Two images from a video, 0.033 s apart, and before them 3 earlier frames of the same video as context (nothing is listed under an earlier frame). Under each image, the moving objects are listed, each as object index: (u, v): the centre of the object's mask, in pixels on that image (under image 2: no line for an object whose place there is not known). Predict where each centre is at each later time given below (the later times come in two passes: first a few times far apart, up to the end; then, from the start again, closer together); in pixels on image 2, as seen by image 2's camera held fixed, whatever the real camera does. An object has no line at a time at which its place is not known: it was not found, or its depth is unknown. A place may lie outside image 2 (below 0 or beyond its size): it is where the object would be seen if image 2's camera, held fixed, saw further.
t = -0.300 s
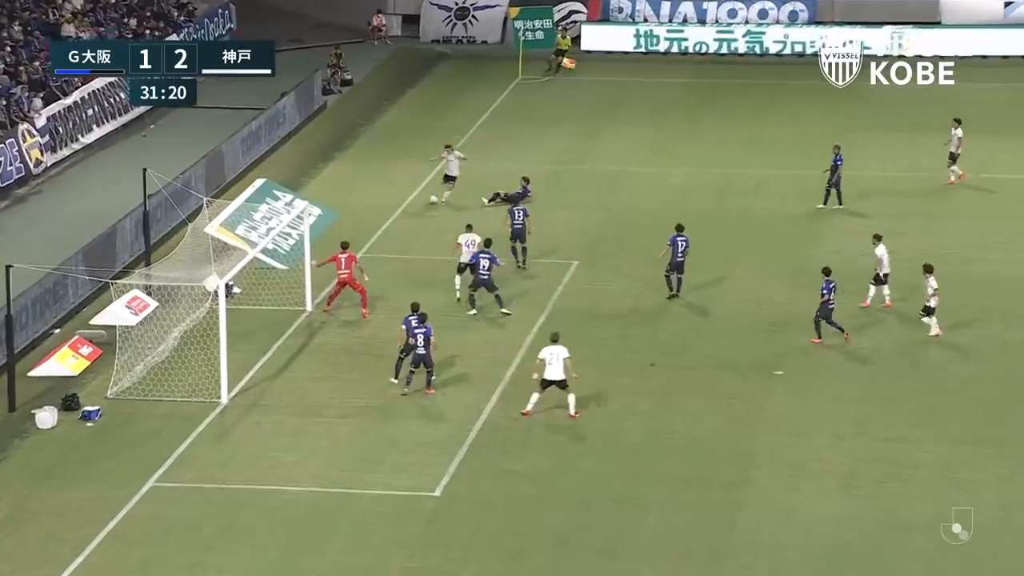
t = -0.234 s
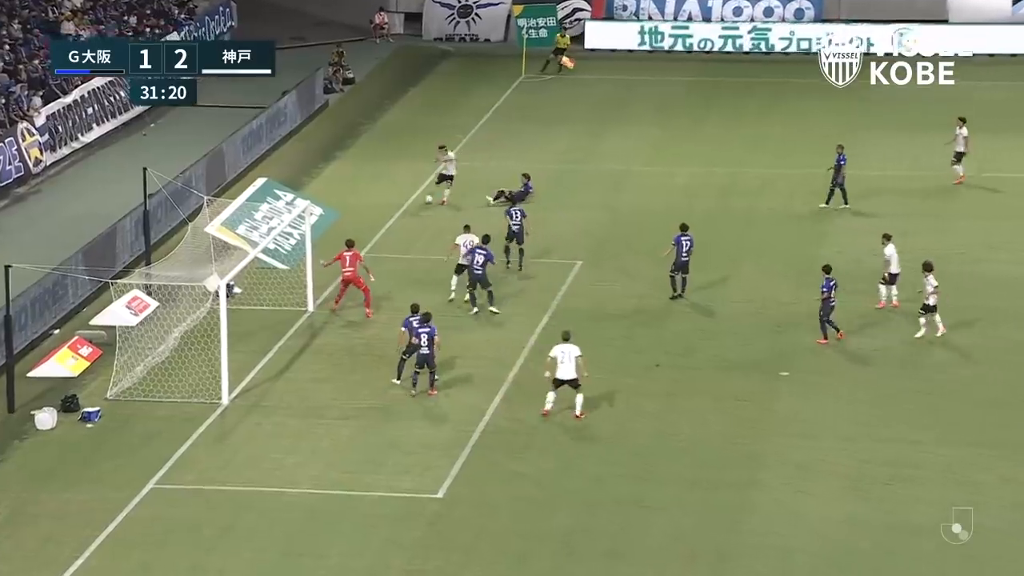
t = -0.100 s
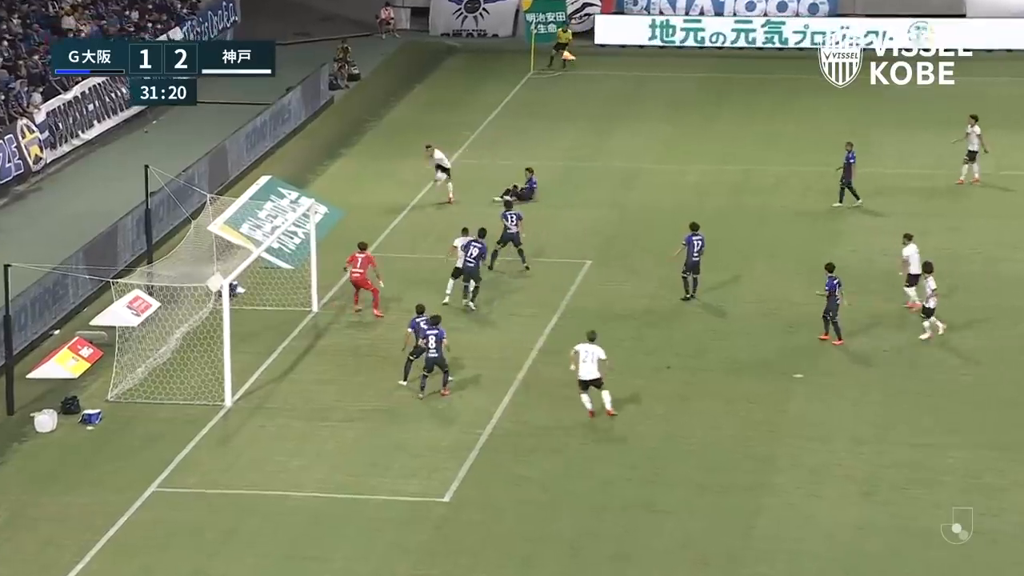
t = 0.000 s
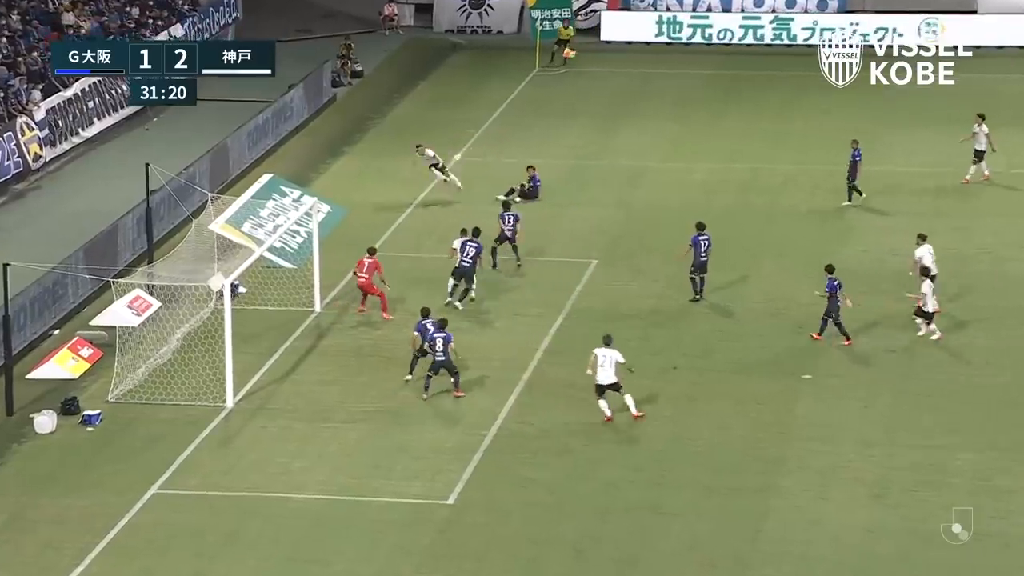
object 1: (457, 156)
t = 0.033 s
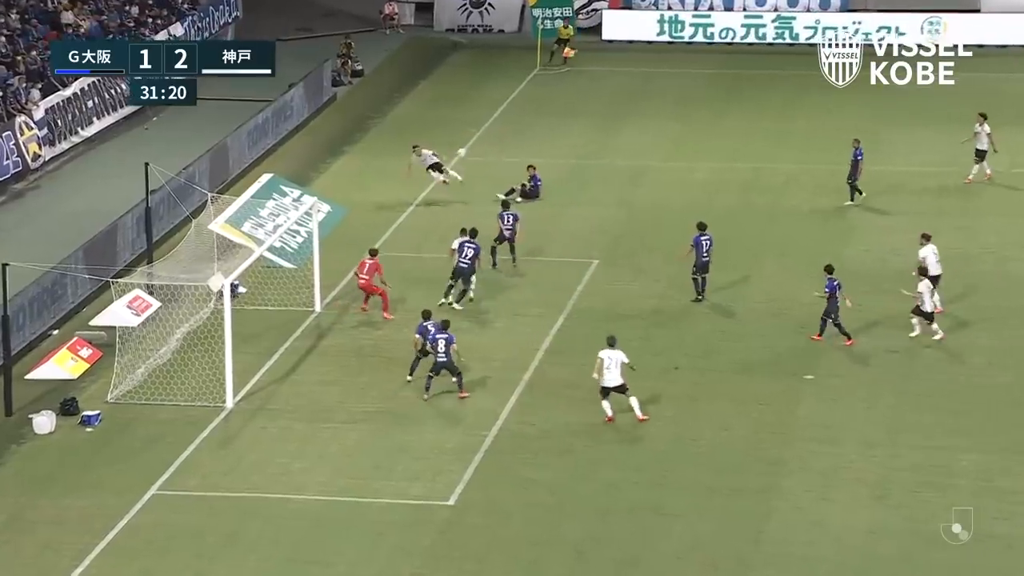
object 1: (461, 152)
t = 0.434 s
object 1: (510, 116)
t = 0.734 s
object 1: (554, 124)
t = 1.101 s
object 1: (616, 182)
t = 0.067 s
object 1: (465, 147)
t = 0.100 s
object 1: (469, 143)
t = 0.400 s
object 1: (506, 116)
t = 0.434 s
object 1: (510, 116)
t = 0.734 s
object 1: (554, 124)
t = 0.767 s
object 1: (559, 127)
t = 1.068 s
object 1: (610, 174)
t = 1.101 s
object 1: (616, 182)
